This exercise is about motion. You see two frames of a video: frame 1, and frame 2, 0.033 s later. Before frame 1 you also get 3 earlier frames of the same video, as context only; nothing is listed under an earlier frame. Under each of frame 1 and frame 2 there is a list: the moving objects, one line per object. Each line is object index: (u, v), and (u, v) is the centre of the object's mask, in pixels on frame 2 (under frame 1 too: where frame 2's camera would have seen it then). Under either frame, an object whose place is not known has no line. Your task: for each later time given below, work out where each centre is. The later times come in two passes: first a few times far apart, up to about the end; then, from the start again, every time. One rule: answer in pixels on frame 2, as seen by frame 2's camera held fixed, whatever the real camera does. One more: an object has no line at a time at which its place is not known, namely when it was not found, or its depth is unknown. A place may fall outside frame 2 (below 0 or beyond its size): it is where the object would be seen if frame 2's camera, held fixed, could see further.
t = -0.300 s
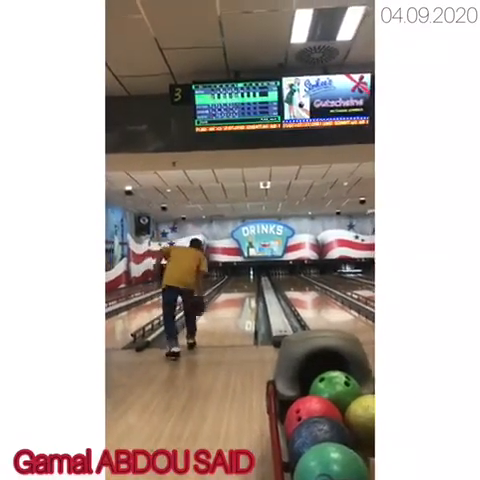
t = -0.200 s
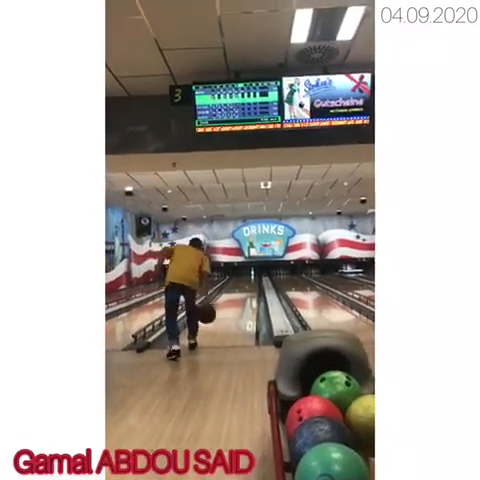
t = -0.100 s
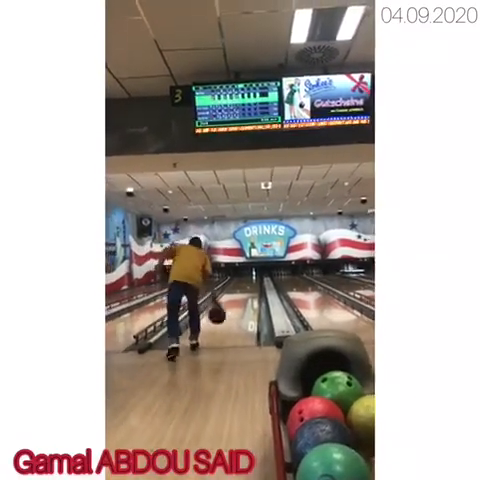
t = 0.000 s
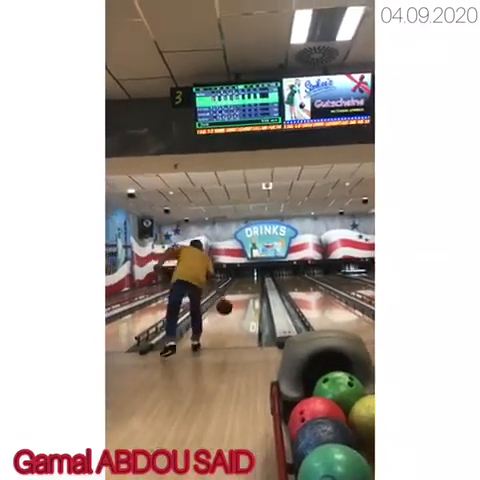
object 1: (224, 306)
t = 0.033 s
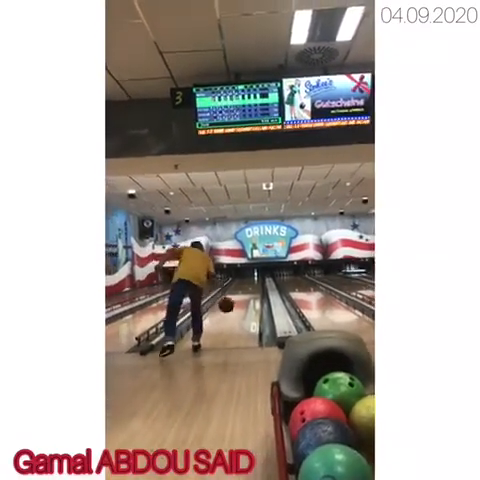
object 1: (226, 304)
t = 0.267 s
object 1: (233, 309)
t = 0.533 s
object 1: (240, 308)
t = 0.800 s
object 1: (244, 302)
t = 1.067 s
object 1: (248, 297)
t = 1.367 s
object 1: (250, 293)
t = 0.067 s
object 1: (227, 303)
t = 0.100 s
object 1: (228, 302)
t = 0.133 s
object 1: (229, 302)
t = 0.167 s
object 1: (230, 303)
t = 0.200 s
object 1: (231, 304)
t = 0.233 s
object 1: (232, 307)
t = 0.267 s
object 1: (233, 309)
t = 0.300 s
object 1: (234, 312)
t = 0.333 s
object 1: (235, 315)
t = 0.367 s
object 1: (236, 313)
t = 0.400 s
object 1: (237, 312)
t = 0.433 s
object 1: (237, 311)
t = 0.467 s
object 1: (238, 311)
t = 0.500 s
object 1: (239, 309)
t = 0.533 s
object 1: (240, 308)
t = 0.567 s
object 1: (240, 307)
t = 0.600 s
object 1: (241, 307)
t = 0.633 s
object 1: (242, 306)
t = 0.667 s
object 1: (242, 305)
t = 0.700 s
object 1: (243, 304)
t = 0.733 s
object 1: (243, 303)
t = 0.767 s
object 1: (244, 303)
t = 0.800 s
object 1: (244, 302)
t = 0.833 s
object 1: (245, 301)
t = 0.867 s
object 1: (245, 300)
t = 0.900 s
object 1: (246, 300)
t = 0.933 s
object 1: (246, 300)
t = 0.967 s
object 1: (247, 299)
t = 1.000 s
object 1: (247, 299)
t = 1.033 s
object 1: (247, 297)
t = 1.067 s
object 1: (248, 297)
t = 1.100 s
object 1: (248, 296)
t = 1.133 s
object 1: (248, 296)
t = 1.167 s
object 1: (248, 296)
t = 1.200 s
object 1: (249, 295)
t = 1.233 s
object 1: (249, 295)
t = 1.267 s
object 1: (250, 295)
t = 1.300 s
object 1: (250, 293)
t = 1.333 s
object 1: (250, 293)
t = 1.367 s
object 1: (250, 293)
